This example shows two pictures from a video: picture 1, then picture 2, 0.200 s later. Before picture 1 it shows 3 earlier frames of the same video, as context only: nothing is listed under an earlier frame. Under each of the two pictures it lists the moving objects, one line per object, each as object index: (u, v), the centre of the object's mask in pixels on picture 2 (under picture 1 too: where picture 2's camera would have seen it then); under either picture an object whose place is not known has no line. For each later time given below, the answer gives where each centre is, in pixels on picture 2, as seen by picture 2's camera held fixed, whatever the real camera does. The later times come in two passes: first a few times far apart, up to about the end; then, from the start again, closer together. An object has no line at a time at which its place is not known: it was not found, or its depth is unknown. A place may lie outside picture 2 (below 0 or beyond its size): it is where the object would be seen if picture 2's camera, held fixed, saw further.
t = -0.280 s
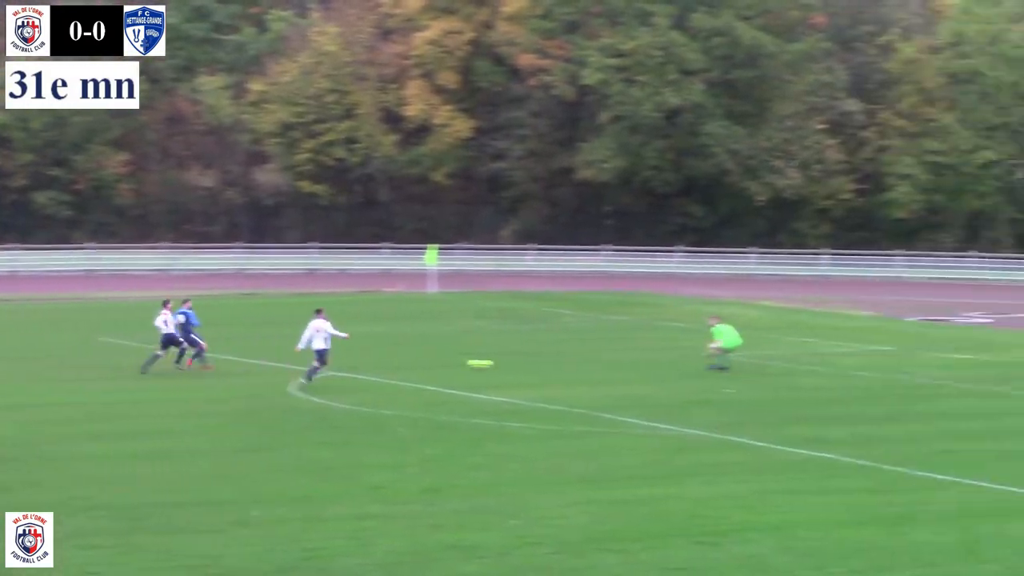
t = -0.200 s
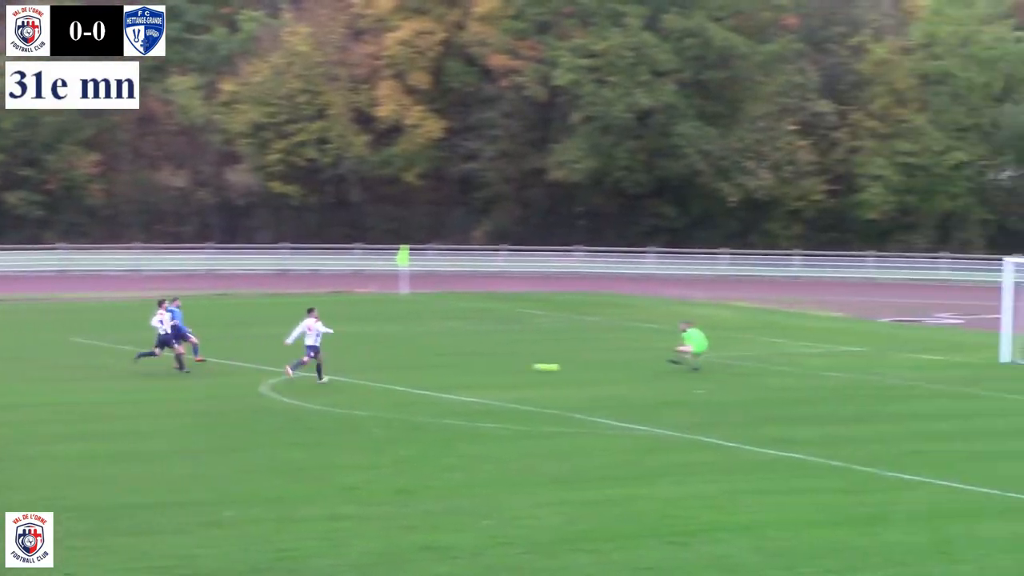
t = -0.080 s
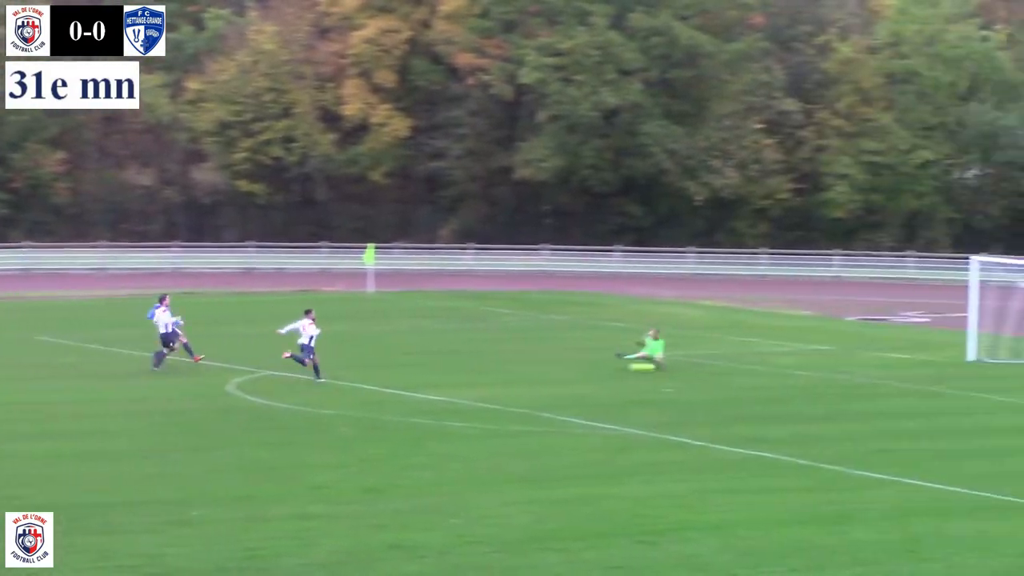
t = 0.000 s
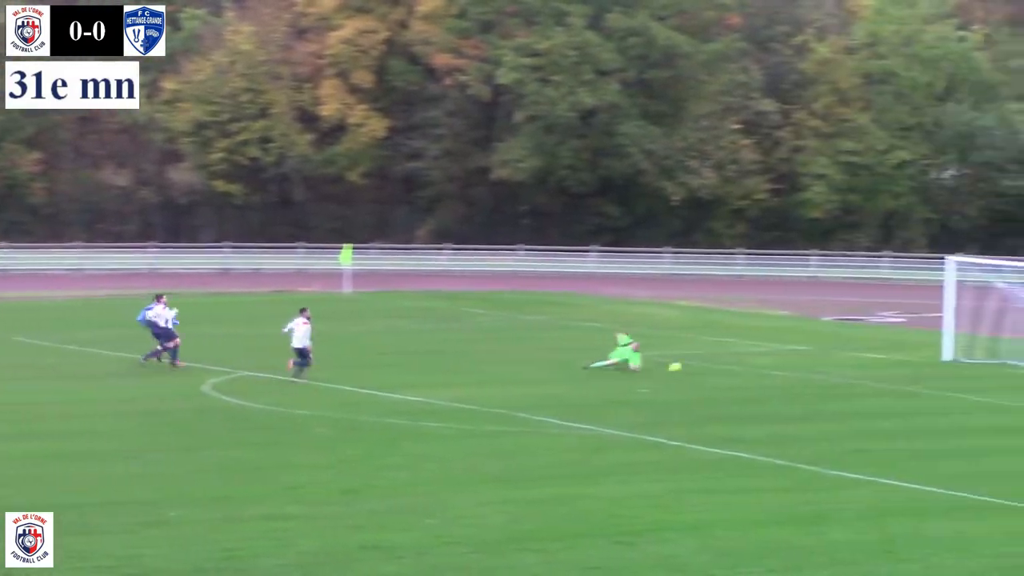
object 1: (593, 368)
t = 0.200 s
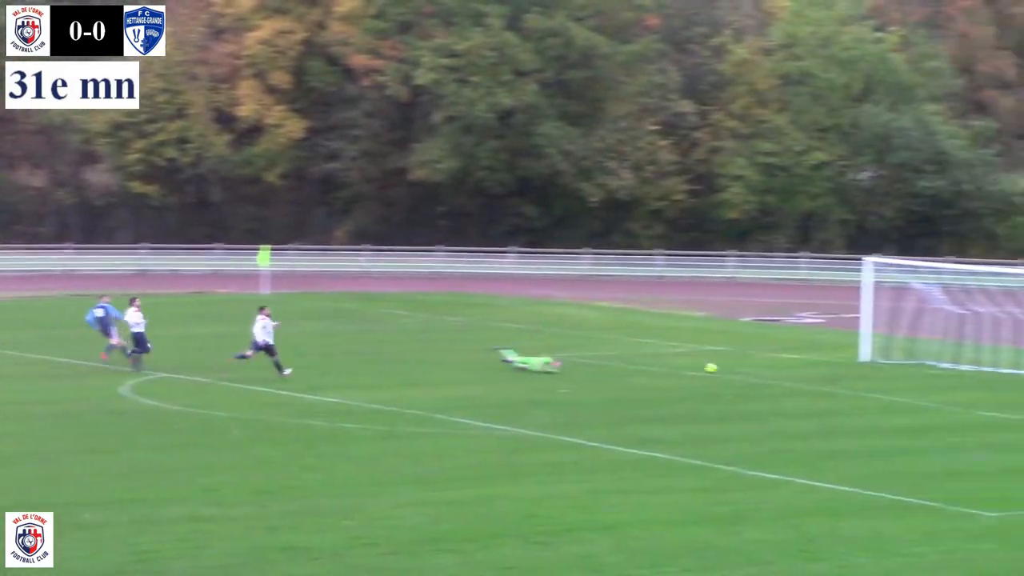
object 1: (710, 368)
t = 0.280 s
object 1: (755, 373)
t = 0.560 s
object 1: (891, 375)
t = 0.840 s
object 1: (1010, 380)
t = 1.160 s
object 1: (1116, 382)
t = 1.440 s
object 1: (1154, 366)
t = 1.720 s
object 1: (1165, 374)
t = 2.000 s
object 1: (1165, 383)
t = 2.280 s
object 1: (1159, 384)
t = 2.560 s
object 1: (1155, 384)
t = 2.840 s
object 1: (1156, 384)
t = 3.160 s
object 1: (1155, 384)
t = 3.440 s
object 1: (1155, 384)
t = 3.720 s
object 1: (1155, 384)
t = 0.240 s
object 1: (733, 370)
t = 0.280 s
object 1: (755, 373)
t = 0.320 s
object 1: (776, 372)
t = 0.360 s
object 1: (795, 371)
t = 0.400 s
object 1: (815, 369)
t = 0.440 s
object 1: (834, 370)
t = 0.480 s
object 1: (852, 371)
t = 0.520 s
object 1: (872, 372)
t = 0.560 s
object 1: (891, 375)
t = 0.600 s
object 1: (910, 376)
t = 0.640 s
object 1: (926, 376)
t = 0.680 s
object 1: (943, 375)
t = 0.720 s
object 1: (960, 375)
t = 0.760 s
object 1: (976, 376)
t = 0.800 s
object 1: (993, 378)
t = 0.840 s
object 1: (1010, 380)
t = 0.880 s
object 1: (1024, 380)
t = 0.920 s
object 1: (1038, 380)
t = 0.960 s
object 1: (1053, 380)
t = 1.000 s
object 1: (1066, 381)
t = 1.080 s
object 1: (1094, 384)
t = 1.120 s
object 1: (1106, 384)
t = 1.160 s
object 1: (1116, 382)
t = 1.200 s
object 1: (1124, 378)
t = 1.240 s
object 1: (1130, 375)
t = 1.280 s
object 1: (1137, 372)
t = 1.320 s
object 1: (1142, 370)
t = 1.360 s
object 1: (1147, 368)
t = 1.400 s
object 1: (1151, 367)
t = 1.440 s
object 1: (1154, 366)
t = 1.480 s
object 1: (1157, 366)
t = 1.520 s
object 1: (1160, 367)
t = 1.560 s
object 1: (1161, 367)
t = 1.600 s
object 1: (1162, 368)
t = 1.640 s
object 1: (1164, 370)
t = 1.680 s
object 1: (1164, 371)
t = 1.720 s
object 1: (1165, 374)
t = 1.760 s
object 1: (1163, 377)
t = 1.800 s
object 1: (1164, 380)
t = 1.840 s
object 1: (1163, 383)
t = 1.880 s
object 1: (1164, 384)
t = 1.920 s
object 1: (1165, 383)
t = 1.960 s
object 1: (1165, 383)
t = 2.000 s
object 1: (1165, 383)
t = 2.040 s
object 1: (1164, 383)
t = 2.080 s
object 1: (1163, 384)
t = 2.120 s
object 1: (1162, 384)
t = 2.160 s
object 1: (1161, 384)
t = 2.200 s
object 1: (1161, 384)
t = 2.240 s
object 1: (1160, 384)
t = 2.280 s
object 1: (1159, 384)
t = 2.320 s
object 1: (1158, 384)
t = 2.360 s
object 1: (1158, 384)
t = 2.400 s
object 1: (1157, 384)
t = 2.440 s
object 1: (1157, 384)
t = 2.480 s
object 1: (1156, 384)
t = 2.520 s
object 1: (1156, 384)
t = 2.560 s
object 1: (1155, 384)
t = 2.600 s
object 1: (1156, 384)
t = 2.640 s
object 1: (1155, 384)
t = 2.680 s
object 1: (1156, 384)
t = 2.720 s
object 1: (1156, 384)
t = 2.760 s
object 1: (1156, 384)
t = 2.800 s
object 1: (1155, 384)
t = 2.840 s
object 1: (1156, 384)
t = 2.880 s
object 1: (1156, 384)
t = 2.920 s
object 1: (1155, 384)
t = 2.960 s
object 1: (1155, 384)
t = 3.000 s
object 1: (1155, 384)
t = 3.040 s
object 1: (1155, 384)
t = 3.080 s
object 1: (1155, 384)
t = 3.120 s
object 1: (1155, 384)
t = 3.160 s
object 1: (1155, 384)
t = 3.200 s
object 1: (1155, 384)
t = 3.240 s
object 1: (1155, 384)
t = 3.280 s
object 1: (1155, 384)
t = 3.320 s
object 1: (1155, 384)
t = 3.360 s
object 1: (1155, 384)
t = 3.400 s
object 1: (1155, 384)
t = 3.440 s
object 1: (1155, 384)
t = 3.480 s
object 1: (1155, 384)
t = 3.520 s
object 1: (1155, 384)
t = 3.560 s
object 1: (1155, 384)
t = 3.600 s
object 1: (1155, 384)
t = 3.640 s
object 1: (1155, 384)
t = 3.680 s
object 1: (1155, 384)
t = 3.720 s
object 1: (1155, 384)
